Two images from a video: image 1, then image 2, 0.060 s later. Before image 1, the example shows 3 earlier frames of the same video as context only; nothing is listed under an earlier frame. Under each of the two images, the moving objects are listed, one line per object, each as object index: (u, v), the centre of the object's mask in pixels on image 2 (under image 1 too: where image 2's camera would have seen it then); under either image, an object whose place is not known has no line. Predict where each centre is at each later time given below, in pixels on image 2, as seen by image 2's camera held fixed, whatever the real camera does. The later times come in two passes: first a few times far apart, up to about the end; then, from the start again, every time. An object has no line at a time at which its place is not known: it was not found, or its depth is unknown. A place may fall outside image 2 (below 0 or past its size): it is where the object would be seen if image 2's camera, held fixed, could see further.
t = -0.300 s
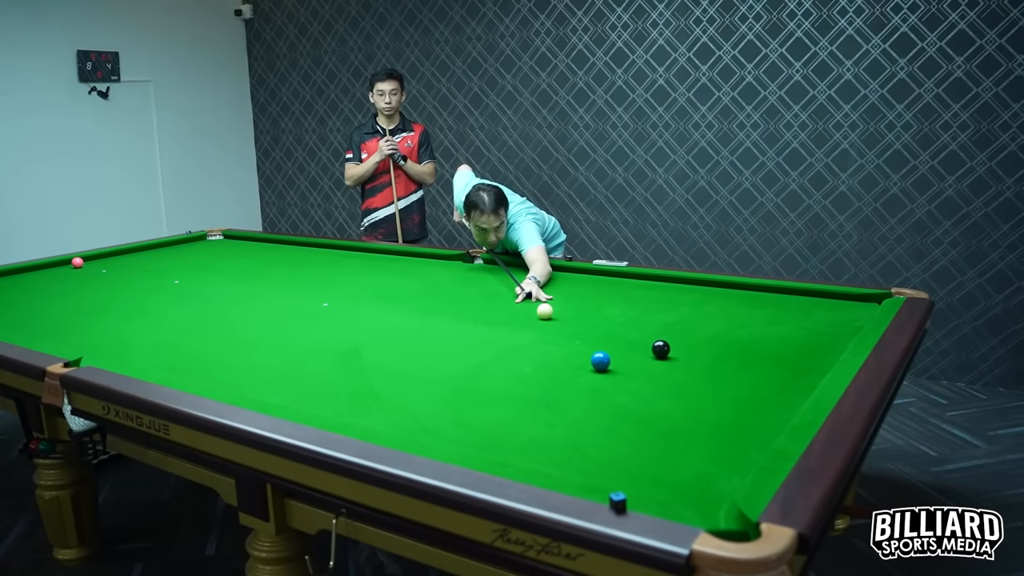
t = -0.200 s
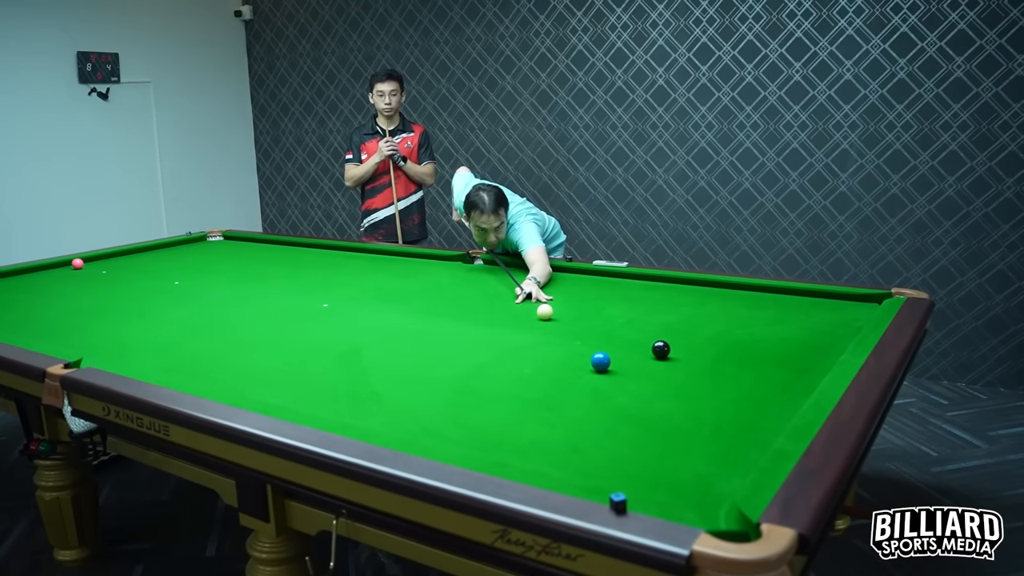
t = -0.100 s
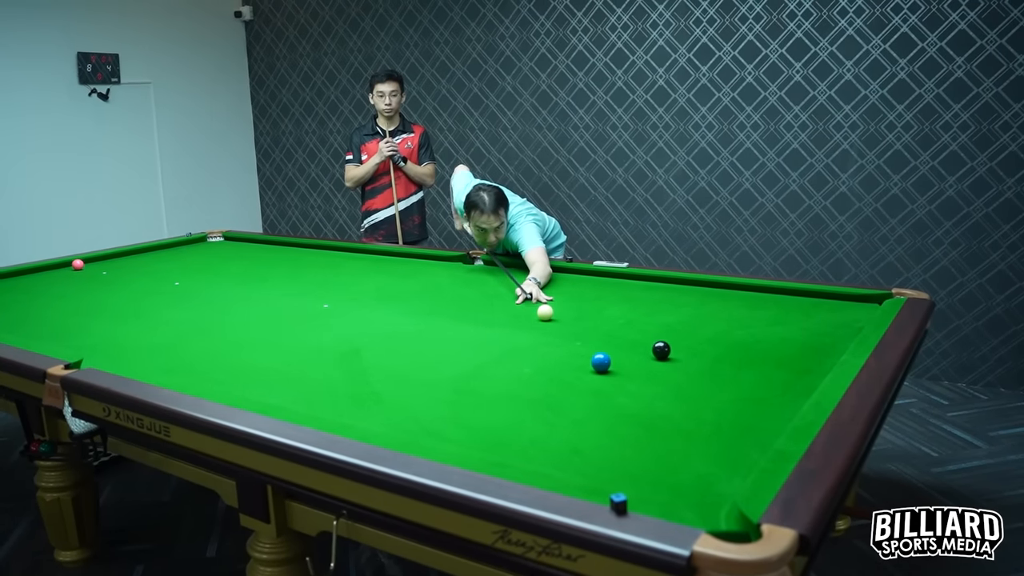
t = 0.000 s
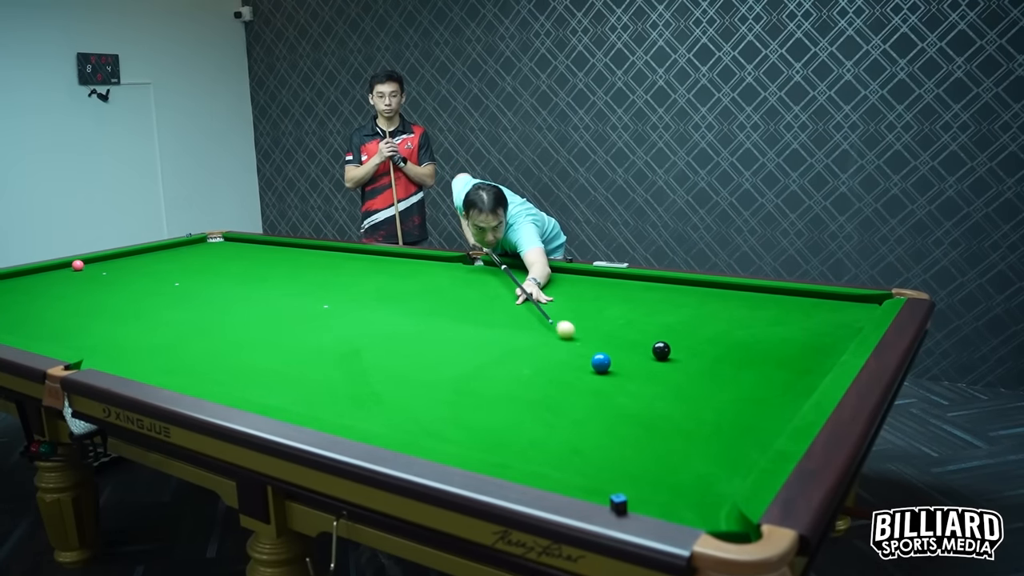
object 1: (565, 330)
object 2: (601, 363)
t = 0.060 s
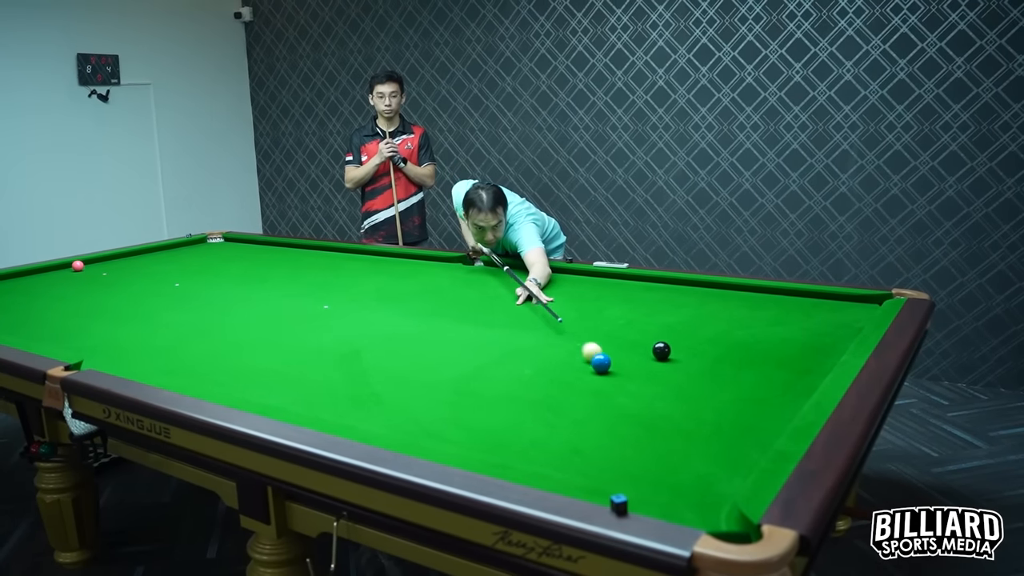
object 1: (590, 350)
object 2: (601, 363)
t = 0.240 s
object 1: (630, 361)
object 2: (669, 455)
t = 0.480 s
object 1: (690, 379)
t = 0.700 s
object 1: (763, 409)
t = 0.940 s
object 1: (707, 432)
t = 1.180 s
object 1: (612, 454)
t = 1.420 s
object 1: (528, 457)
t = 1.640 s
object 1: (501, 429)
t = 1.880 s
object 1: (476, 402)
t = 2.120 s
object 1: (456, 380)
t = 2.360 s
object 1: (440, 362)
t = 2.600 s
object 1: (427, 347)
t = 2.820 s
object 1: (417, 334)
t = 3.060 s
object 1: (406, 323)
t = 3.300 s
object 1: (398, 313)
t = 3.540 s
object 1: (391, 304)
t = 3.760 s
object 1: (385, 297)
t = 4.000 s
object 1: (380, 290)
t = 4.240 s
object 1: (375, 284)
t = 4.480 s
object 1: (371, 279)
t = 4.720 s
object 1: (367, 274)
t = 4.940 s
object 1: (364, 271)
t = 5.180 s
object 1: (362, 267)
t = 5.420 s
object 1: (360, 264)
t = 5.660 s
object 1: (358, 261)
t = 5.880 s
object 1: (356, 258)
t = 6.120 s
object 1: (355, 256)
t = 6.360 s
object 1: (354, 254)
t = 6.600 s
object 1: (353, 253)
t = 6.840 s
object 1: (353, 251)
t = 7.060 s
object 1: (352, 251)
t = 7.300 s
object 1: (349, 251)
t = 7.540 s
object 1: (347, 251)
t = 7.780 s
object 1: (346, 251)
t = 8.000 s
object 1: (347, 251)
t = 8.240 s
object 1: (347, 251)
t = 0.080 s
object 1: (598, 353)
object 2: (604, 366)
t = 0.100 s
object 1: (602, 355)
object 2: (610, 374)
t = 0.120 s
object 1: (606, 356)
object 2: (617, 384)
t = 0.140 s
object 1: (610, 358)
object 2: (624, 394)
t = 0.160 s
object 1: (613, 358)
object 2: (633, 405)
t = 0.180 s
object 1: (618, 359)
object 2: (641, 416)
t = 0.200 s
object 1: (621, 359)
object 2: (650, 429)
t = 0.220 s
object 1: (626, 360)
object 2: (659, 441)
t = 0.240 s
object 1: (630, 361)
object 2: (669, 455)
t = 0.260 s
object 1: (634, 362)
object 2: (680, 470)
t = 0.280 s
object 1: (638, 363)
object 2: (692, 486)
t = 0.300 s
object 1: (643, 364)
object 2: (705, 504)
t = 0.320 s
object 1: (648, 365)
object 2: (718, 520)
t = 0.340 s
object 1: (652, 366)
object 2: (732, 533)
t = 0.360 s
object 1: (657, 368)
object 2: (740, 540)
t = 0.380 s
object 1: (662, 369)
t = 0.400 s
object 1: (667, 371)
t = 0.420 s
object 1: (673, 373)
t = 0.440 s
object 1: (678, 375)
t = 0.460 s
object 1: (684, 377)
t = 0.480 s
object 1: (690, 379)
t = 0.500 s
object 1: (696, 381)
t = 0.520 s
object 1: (702, 384)
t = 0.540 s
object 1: (708, 386)
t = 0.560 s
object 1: (715, 389)
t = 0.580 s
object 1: (721, 392)
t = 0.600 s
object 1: (728, 395)
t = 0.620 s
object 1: (735, 397)
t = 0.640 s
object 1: (742, 400)
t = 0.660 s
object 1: (749, 403)
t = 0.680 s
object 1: (756, 406)
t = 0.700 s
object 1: (763, 409)
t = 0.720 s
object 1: (771, 412)
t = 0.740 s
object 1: (778, 415)
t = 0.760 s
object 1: (784, 417)
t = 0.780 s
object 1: (776, 420)
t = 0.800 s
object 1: (766, 421)
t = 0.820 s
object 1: (756, 423)
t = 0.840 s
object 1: (747, 424)
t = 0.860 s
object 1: (739, 426)
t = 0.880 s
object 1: (731, 427)
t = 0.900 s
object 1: (723, 429)
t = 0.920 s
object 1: (715, 431)
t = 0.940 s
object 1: (707, 432)
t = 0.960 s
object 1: (700, 434)
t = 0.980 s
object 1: (692, 436)
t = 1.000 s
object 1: (684, 438)
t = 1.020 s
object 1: (677, 440)
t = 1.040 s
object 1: (669, 441)
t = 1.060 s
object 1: (661, 443)
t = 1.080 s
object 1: (653, 445)
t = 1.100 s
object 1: (645, 447)
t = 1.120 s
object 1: (637, 448)
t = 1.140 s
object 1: (628, 450)
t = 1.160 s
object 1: (620, 452)
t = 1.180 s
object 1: (612, 454)
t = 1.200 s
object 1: (604, 455)
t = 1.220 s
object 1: (595, 457)
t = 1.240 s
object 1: (587, 459)
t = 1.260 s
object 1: (578, 461)
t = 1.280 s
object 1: (570, 462)
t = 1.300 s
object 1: (562, 463)
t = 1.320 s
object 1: (553, 464)
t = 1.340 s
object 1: (544, 464)
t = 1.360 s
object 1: (536, 464)
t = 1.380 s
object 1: (533, 462)
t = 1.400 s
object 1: (531, 460)
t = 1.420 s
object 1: (528, 457)
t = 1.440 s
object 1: (526, 455)
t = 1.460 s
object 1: (523, 453)
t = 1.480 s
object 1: (520, 450)
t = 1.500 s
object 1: (518, 447)
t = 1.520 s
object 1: (515, 444)
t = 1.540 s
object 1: (513, 442)
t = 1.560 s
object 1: (510, 439)
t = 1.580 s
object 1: (508, 436)
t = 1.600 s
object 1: (505, 434)
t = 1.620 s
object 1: (503, 431)
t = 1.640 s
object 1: (501, 429)
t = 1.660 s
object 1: (498, 426)
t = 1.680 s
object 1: (496, 424)
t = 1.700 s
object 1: (494, 422)
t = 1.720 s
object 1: (492, 419)
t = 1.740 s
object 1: (490, 417)
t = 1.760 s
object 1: (488, 415)
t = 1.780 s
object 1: (486, 413)
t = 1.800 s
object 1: (484, 410)
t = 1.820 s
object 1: (482, 408)
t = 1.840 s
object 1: (480, 406)
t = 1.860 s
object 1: (478, 404)
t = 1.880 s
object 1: (476, 402)
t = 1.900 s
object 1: (474, 400)
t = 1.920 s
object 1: (472, 398)
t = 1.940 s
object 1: (470, 396)
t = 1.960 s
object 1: (469, 394)
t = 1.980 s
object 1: (467, 392)
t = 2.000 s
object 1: (465, 391)
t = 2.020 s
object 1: (464, 389)
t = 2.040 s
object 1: (462, 387)
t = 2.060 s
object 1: (461, 385)
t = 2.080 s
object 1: (459, 384)
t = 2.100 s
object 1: (458, 382)
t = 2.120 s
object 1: (456, 380)
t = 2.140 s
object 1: (454, 379)
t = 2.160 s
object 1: (453, 377)
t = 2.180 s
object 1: (452, 375)
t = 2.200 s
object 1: (450, 374)
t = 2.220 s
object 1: (449, 372)
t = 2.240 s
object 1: (448, 371)
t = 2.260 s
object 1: (446, 369)
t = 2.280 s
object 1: (445, 368)
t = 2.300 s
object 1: (444, 366)
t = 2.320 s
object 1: (443, 364)
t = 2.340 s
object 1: (442, 363)
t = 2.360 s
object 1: (440, 362)
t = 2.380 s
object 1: (439, 361)
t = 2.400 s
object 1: (438, 359)
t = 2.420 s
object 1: (437, 358)
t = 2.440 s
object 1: (435, 356)
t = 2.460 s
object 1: (434, 355)
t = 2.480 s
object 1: (433, 354)
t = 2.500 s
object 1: (432, 353)
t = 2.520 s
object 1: (431, 352)
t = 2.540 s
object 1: (430, 350)
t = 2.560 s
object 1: (429, 349)
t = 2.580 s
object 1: (428, 348)
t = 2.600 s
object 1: (427, 347)
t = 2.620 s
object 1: (426, 346)
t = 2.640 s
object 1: (424, 344)
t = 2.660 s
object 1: (424, 343)
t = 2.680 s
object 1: (423, 342)
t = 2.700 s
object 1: (422, 341)
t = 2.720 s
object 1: (421, 339)
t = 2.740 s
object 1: (420, 339)
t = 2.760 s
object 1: (419, 338)
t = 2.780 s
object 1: (418, 336)
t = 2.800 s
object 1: (417, 335)
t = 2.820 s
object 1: (417, 334)
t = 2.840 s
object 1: (416, 333)
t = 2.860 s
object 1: (415, 332)
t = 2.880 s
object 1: (414, 331)
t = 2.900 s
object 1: (413, 330)
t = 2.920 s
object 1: (412, 329)
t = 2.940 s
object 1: (411, 328)
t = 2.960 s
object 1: (410, 327)
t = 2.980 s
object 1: (410, 327)
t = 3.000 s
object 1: (409, 326)
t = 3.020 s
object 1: (408, 325)
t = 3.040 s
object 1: (407, 324)
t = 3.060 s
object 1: (406, 323)
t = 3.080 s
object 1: (406, 322)
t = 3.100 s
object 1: (405, 321)
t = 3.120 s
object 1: (404, 320)
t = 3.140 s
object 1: (404, 319)
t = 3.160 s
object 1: (403, 318)
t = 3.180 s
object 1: (402, 318)
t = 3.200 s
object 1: (401, 317)
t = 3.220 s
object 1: (401, 316)
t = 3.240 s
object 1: (400, 315)
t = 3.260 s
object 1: (399, 314)
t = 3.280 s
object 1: (399, 314)
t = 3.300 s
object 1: (398, 313)
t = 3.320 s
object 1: (397, 312)
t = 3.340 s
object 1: (397, 311)
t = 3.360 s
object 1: (396, 310)
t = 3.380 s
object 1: (395, 310)
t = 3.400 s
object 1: (395, 309)
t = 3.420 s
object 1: (394, 308)
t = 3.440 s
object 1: (394, 308)
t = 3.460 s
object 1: (393, 307)
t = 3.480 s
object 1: (392, 306)
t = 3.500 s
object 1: (392, 305)
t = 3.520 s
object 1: (391, 304)
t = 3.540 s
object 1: (391, 304)
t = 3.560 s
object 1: (390, 303)
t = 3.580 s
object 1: (389, 303)
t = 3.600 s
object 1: (389, 302)
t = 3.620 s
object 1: (388, 301)
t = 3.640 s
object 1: (388, 301)
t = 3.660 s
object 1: (387, 300)
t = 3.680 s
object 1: (387, 299)
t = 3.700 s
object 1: (386, 299)
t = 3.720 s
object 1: (386, 298)
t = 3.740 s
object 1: (385, 297)
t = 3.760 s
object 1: (385, 297)
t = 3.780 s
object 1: (384, 296)
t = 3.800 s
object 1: (384, 296)
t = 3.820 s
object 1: (383, 295)
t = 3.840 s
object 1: (383, 295)
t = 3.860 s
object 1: (382, 294)
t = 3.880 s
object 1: (382, 293)
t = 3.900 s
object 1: (382, 293)
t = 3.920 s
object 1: (381, 292)
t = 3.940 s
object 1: (381, 292)
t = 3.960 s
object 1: (380, 291)
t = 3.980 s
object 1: (380, 291)
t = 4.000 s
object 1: (380, 290)
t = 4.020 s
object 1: (379, 290)
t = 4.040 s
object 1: (379, 289)
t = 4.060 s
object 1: (379, 289)
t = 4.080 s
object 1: (378, 288)
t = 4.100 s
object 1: (378, 287)
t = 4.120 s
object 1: (377, 287)
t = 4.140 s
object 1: (377, 287)
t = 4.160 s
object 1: (376, 286)
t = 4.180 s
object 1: (376, 286)
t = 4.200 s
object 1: (376, 285)
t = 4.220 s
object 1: (375, 285)
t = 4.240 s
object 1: (375, 284)
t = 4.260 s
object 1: (374, 284)
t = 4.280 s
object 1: (374, 283)
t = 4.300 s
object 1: (374, 283)
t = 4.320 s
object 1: (373, 282)
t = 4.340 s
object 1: (373, 282)
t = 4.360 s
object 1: (373, 281)
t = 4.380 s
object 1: (372, 281)
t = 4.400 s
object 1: (372, 281)
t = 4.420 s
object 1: (371, 280)
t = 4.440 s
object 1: (371, 280)
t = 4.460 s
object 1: (371, 279)
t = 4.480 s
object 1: (371, 279)
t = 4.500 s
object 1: (370, 278)
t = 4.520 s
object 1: (370, 278)
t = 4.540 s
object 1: (370, 278)
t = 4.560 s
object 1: (369, 277)
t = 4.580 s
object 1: (369, 277)
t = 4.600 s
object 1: (368, 277)
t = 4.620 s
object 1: (368, 276)
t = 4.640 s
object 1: (368, 276)
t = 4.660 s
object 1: (367, 276)
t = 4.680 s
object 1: (367, 275)
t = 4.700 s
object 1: (367, 275)
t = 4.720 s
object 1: (367, 274)
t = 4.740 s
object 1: (366, 274)
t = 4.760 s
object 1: (366, 274)
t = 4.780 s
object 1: (366, 274)
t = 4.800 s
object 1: (366, 273)
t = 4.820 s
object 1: (365, 273)
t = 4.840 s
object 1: (365, 272)
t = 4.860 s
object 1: (365, 272)
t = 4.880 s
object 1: (365, 272)
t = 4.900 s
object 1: (364, 271)
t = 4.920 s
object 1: (364, 271)
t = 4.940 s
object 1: (364, 271)
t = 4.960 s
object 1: (364, 270)
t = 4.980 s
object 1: (364, 270)
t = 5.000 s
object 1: (363, 270)
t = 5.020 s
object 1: (363, 269)
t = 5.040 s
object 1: (363, 269)
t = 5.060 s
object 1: (363, 269)
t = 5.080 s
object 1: (363, 268)
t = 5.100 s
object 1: (362, 268)
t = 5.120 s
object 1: (362, 268)
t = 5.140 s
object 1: (362, 267)
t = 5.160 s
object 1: (362, 267)
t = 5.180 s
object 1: (362, 267)
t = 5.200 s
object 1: (362, 266)
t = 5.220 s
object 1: (361, 266)
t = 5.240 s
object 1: (361, 266)
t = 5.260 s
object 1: (361, 266)
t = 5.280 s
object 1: (361, 265)
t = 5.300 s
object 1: (361, 265)
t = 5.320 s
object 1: (360, 265)
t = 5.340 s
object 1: (360, 265)
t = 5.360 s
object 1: (360, 264)
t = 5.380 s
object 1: (360, 264)
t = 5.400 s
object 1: (360, 264)
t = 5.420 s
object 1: (360, 264)
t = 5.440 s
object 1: (360, 263)
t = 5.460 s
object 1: (359, 263)
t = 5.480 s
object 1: (359, 263)
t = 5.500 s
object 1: (359, 262)
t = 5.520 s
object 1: (359, 262)
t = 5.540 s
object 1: (359, 262)
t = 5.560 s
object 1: (358, 262)
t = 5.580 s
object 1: (358, 262)
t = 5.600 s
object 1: (358, 261)
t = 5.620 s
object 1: (358, 261)
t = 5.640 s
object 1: (358, 261)
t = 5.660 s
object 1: (358, 261)
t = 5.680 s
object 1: (358, 260)
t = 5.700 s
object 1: (357, 260)
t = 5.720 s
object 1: (357, 260)
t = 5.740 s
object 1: (357, 260)
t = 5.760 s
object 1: (357, 260)
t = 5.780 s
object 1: (357, 259)
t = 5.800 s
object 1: (357, 259)
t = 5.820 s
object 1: (357, 259)
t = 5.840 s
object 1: (356, 259)
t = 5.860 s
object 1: (356, 258)
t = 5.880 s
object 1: (356, 258)
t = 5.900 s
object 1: (356, 258)
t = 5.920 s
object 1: (356, 258)
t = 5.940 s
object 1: (356, 258)
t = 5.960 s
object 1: (356, 258)
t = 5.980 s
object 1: (356, 257)
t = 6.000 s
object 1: (355, 257)
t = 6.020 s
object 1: (355, 257)
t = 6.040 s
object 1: (355, 257)
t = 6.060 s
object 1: (355, 257)
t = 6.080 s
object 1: (355, 256)
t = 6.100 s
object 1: (355, 256)
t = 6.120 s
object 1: (355, 256)
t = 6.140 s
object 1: (355, 256)
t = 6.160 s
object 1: (355, 256)
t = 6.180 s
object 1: (355, 256)
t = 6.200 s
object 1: (355, 256)
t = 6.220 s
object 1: (355, 255)
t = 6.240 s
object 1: (355, 255)
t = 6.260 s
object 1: (354, 255)
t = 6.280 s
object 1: (354, 255)
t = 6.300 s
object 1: (354, 255)
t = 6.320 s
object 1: (354, 255)
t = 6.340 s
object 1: (354, 255)
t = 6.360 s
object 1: (354, 254)
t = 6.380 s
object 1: (354, 254)
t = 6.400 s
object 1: (354, 254)
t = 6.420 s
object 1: (354, 254)
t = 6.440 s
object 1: (354, 254)
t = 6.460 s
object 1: (354, 254)
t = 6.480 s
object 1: (354, 253)
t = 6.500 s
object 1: (354, 253)
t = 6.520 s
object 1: (353, 253)
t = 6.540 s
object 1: (353, 253)
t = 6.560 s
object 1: (353, 253)
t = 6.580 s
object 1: (353, 253)
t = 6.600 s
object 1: (353, 253)
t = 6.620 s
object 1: (353, 253)
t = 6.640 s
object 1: (353, 253)
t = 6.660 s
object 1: (353, 252)
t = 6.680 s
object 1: (353, 252)
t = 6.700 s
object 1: (353, 252)
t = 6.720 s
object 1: (353, 252)
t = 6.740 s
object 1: (353, 252)
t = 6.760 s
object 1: (353, 252)
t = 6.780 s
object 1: (353, 252)
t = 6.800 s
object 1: (353, 252)
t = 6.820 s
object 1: (353, 252)
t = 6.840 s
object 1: (353, 251)
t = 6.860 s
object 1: (352, 251)
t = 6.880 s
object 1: (352, 251)
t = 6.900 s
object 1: (352, 251)
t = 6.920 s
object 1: (352, 251)
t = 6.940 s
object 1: (352, 251)
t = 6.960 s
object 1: (352, 251)
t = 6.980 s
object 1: (352, 251)
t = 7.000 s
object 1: (352, 251)
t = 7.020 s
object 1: (352, 251)
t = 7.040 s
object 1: (352, 251)
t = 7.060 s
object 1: (352, 251)
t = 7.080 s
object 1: (352, 251)
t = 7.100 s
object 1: (352, 250)
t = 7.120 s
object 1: (352, 250)
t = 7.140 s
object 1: (352, 251)
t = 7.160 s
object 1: (352, 250)
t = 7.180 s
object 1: (351, 251)
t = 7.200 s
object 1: (351, 251)
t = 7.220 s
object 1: (351, 251)
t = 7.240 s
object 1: (350, 251)
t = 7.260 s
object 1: (350, 251)
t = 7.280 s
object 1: (350, 251)
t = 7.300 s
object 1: (349, 251)
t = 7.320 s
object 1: (349, 251)
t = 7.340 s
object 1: (349, 251)
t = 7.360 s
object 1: (349, 251)
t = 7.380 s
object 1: (349, 251)
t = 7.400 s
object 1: (349, 251)
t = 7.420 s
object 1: (348, 251)
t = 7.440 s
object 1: (348, 251)
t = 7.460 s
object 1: (348, 251)
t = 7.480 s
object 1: (348, 251)
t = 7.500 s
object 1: (348, 251)
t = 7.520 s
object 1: (348, 251)
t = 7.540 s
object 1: (347, 251)
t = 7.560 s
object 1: (347, 251)
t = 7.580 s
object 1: (347, 251)
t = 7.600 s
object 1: (347, 251)
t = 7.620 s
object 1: (347, 251)
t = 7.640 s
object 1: (347, 251)
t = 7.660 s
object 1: (347, 251)
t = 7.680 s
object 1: (347, 251)
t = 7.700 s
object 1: (347, 251)
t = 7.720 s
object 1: (347, 251)
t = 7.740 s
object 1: (346, 251)
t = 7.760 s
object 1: (346, 251)
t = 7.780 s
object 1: (346, 251)
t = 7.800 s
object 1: (346, 251)
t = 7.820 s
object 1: (346, 251)
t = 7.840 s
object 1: (346, 251)
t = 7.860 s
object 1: (346, 251)
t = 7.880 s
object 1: (346, 251)
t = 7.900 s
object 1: (346, 251)
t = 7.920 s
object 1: (346, 251)
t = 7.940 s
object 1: (346, 251)
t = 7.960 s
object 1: (346, 251)
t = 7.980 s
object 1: (347, 251)
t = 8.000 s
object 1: (347, 251)
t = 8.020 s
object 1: (347, 251)
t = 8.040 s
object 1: (347, 251)
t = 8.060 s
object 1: (347, 251)
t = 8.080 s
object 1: (347, 251)
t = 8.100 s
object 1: (347, 251)
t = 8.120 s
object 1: (347, 251)
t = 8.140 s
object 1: (347, 251)
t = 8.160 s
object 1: (347, 251)
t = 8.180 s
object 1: (347, 251)
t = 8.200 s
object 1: (347, 251)
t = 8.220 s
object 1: (347, 251)
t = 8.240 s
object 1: (347, 251)
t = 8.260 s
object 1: (347, 251)
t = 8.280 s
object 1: (347, 251)
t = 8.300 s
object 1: (347, 251)
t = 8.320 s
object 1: (347, 251)
